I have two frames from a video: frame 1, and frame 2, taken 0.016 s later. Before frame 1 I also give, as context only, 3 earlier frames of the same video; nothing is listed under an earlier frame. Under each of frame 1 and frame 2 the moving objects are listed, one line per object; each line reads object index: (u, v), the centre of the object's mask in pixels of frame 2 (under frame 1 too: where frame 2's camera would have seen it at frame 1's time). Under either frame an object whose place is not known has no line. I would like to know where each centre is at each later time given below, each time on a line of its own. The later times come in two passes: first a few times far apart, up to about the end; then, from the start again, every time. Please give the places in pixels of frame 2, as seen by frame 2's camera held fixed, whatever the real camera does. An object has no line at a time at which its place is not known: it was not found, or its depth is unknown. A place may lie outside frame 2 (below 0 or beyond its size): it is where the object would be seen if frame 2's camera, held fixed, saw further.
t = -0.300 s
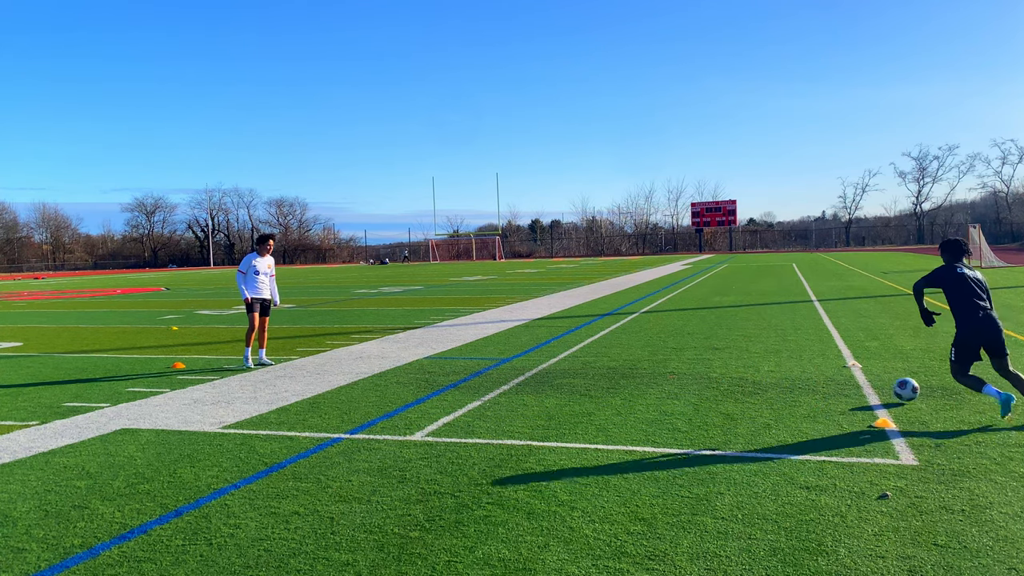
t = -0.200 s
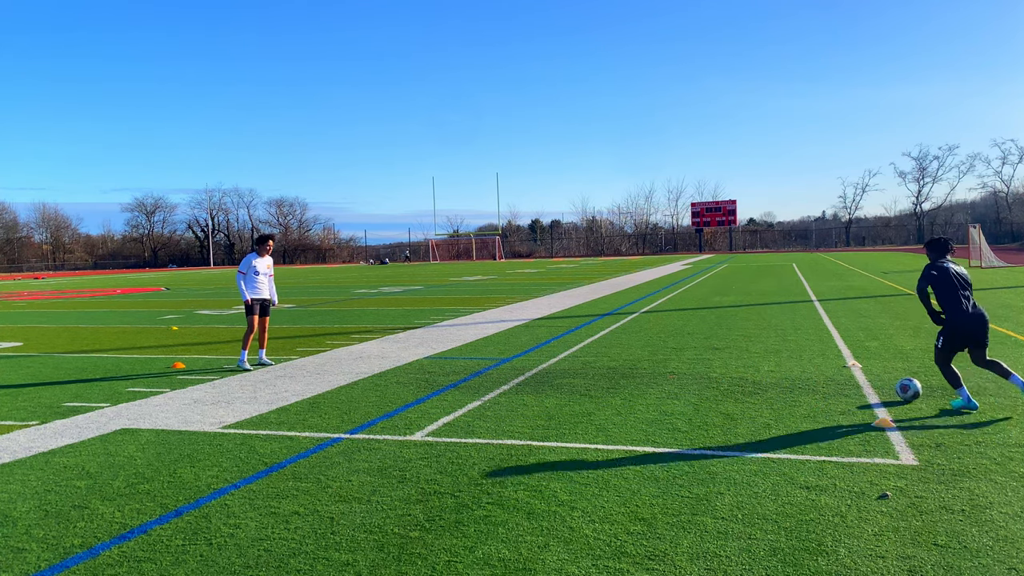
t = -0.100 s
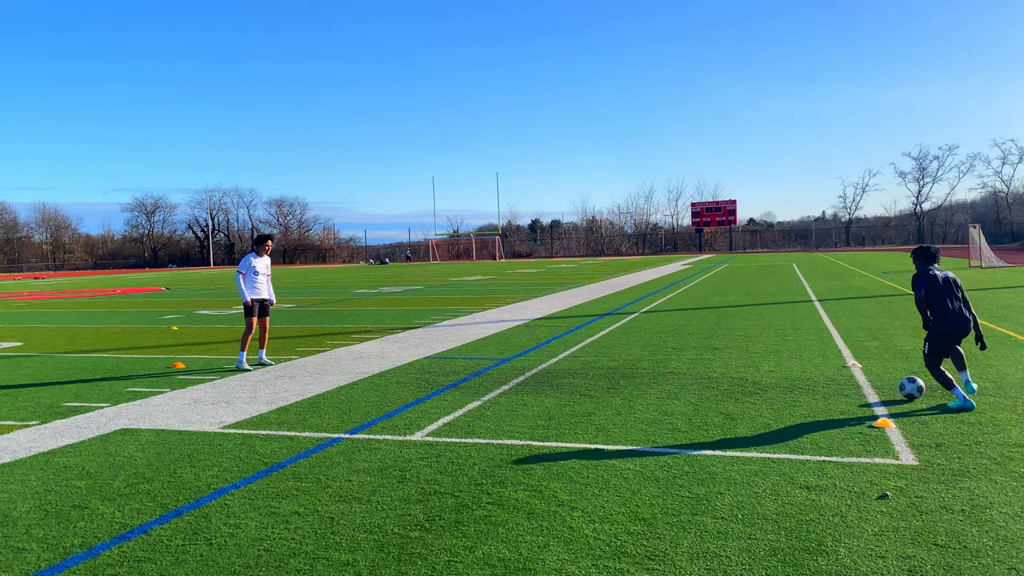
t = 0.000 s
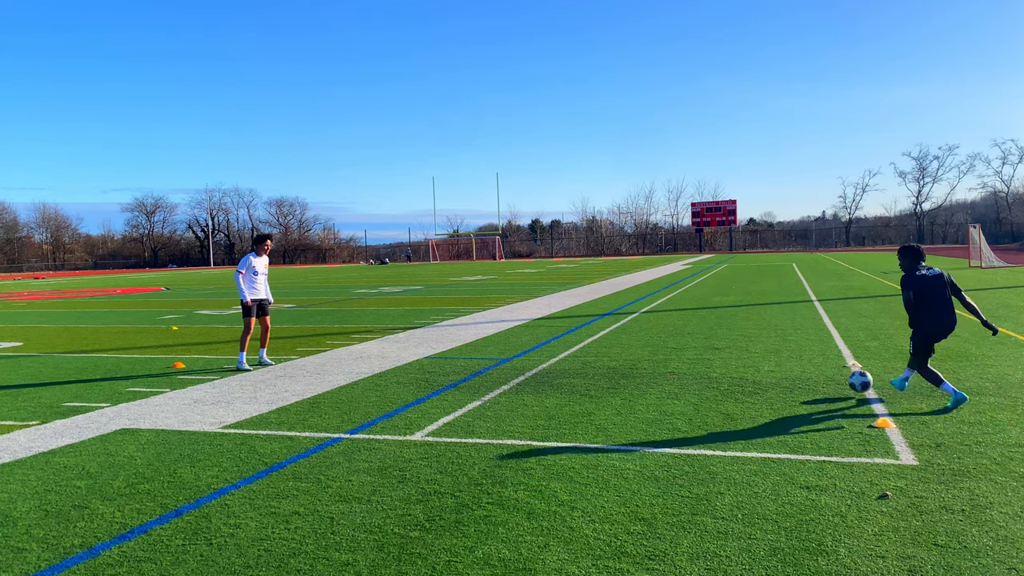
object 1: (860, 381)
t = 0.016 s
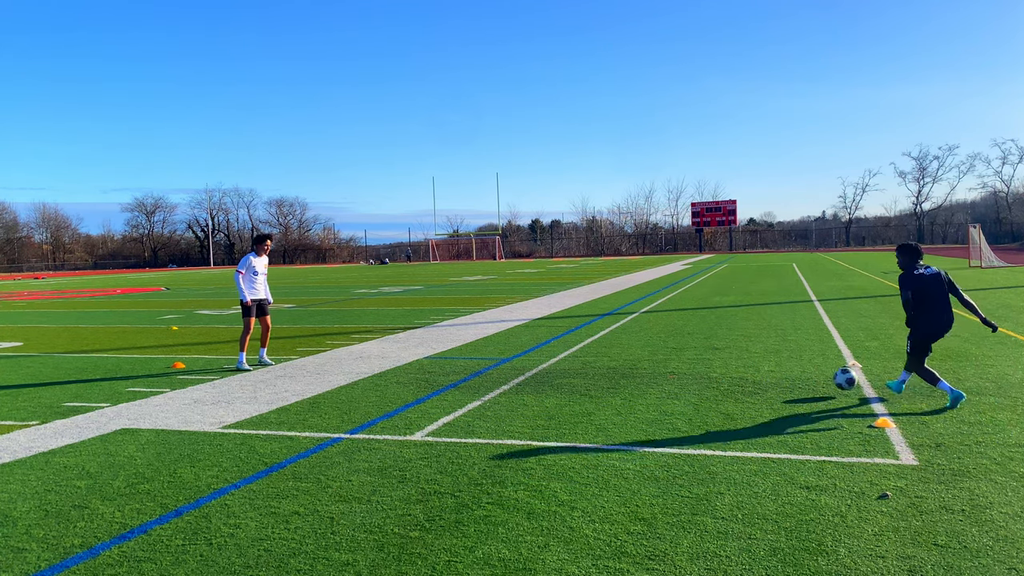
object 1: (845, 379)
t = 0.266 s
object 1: (652, 370)
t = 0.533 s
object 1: (517, 365)
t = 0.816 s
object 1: (409, 361)
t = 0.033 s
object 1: (830, 377)
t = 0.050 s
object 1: (816, 375)
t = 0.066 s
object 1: (802, 374)
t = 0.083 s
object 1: (788, 373)
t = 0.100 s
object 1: (774, 372)
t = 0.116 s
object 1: (760, 372)
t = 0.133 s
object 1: (747, 372)
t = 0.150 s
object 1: (733, 372)
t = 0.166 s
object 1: (720, 372)
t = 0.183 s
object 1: (708, 373)
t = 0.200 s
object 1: (695, 374)
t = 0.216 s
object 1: (683, 376)
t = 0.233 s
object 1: (672, 374)
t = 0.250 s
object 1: (662, 372)
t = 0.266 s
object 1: (652, 370)
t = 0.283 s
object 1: (642, 369)
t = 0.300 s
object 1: (633, 368)
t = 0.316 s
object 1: (623, 367)
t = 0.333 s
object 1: (614, 366)
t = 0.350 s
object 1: (605, 365)
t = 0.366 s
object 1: (596, 365)
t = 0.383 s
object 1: (587, 365)
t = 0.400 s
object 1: (578, 366)
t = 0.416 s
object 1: (570, 366)
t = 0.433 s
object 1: (561, 367)
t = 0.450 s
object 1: (553, 368)
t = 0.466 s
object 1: (544, 370)
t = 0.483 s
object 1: (537, 368)
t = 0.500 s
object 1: (530, 367)
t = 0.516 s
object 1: (523, 366)
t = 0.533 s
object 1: (517, 365)
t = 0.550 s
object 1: (510, 365)
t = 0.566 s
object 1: (503, 365)
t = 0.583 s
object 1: (496, 365)
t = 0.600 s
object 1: (489, 365)
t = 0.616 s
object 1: (483, 366)
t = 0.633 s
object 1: (477, 366)
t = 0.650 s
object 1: (470, 365)
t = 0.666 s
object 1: (464, 363)
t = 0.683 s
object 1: (457, 363)
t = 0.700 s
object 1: (451, 362)
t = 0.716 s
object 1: (445, 362)
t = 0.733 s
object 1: (439, 362)
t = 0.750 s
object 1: (433, 362)
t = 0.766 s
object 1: (427, 362)
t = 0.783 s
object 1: (421, 363)
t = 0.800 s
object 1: (415, 362)
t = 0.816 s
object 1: (409, 361)
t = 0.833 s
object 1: (403, 360)
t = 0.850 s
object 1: (397, 360)
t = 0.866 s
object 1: (391, 360)
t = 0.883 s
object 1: (386, 360)
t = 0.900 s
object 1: (380, 360)
